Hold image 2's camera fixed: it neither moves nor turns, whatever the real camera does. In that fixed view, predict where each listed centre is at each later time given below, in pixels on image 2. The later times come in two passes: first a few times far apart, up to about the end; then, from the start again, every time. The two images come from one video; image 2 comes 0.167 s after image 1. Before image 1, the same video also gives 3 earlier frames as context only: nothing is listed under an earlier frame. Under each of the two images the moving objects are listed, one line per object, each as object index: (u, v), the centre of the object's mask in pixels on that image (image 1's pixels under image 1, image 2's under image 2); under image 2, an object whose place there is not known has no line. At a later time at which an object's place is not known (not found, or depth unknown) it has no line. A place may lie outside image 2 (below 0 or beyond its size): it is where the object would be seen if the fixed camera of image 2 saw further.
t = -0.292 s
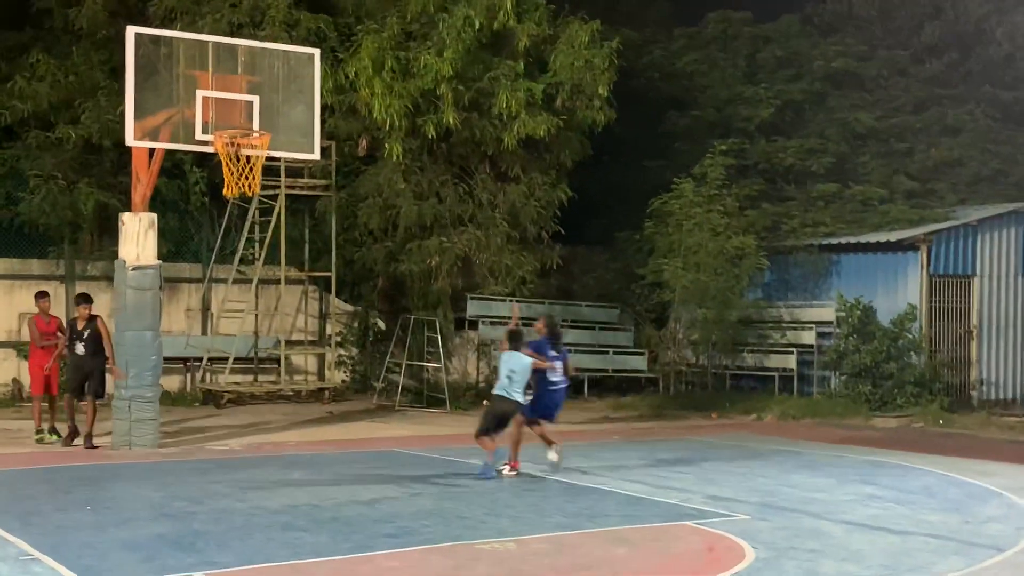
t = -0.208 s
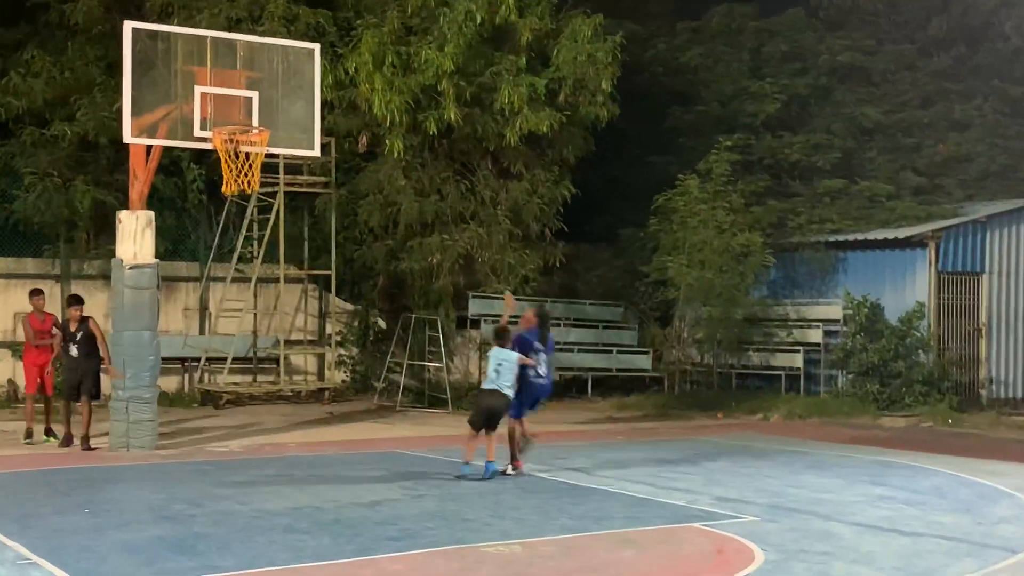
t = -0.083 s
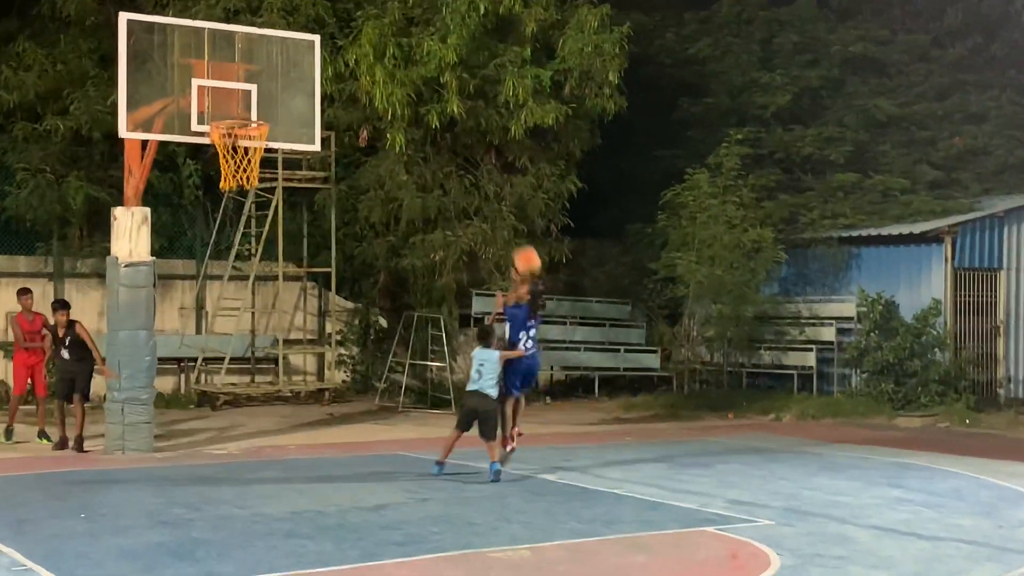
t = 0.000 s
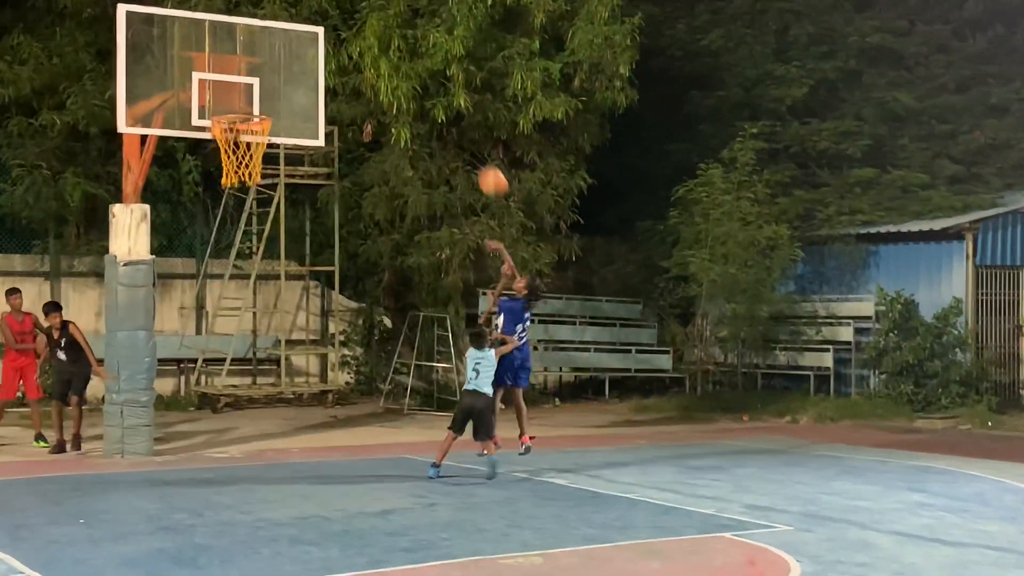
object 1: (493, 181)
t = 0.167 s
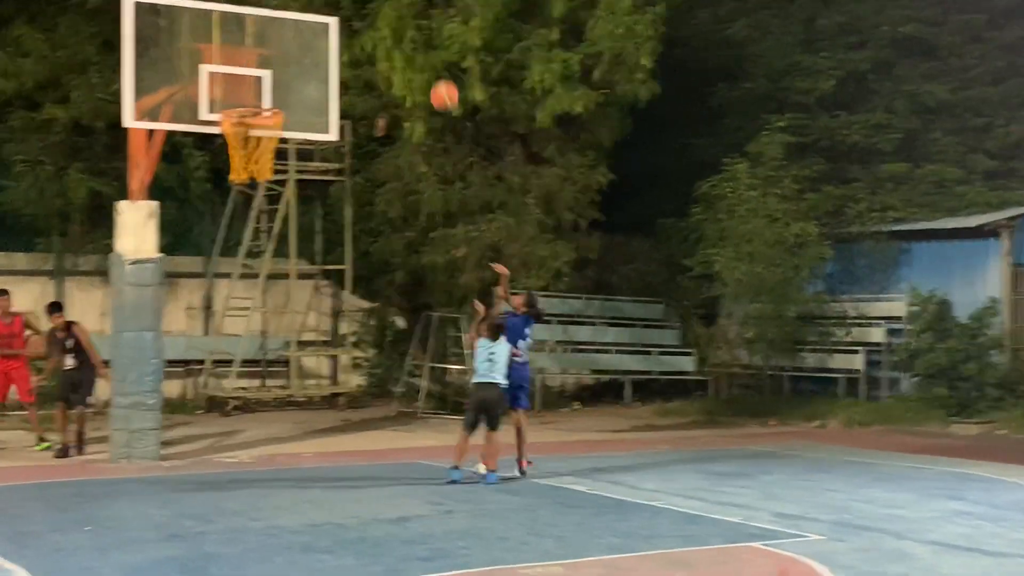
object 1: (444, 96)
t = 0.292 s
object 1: (395, 59)
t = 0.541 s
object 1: (301, 30)
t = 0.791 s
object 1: (270, 73)
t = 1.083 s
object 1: (228, 84)
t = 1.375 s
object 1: (197, 91)
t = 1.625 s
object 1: (191, 130)
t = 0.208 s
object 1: (428, 81)
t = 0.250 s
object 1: (412, 68)
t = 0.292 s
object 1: (395, 59)
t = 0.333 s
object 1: (379, 50)
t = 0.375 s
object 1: (363, 43)
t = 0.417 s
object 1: (348, 36)
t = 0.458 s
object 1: (329, 33)
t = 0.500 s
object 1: (311, 31)
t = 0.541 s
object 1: (301, 30)
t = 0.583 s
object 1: (296, 33)
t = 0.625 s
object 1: (290, 36)
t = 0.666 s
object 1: (285, 42)
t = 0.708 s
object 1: (280, 49)
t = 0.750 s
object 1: (275, 59)
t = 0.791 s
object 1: (270, 73)
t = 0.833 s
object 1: (266, 88)
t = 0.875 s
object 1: (260, 98)
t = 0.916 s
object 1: (248, 85)
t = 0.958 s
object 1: (244, 82)
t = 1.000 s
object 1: (238, 80)
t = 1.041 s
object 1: (234, 81)
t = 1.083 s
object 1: (228, 84)
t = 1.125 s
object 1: (223, 88)
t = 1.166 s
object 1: (218, 96)
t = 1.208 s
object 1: (215, 95)
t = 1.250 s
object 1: (210, 89)
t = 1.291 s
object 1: (205, 88)
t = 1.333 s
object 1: (200, 89)
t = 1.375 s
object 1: (197, 91)
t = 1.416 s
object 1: (195, 95)
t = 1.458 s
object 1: (195, 97)
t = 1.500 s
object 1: (194, 102)
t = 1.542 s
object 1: (193, 110)
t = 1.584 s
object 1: (192, 119)
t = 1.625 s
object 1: (191, 130)
